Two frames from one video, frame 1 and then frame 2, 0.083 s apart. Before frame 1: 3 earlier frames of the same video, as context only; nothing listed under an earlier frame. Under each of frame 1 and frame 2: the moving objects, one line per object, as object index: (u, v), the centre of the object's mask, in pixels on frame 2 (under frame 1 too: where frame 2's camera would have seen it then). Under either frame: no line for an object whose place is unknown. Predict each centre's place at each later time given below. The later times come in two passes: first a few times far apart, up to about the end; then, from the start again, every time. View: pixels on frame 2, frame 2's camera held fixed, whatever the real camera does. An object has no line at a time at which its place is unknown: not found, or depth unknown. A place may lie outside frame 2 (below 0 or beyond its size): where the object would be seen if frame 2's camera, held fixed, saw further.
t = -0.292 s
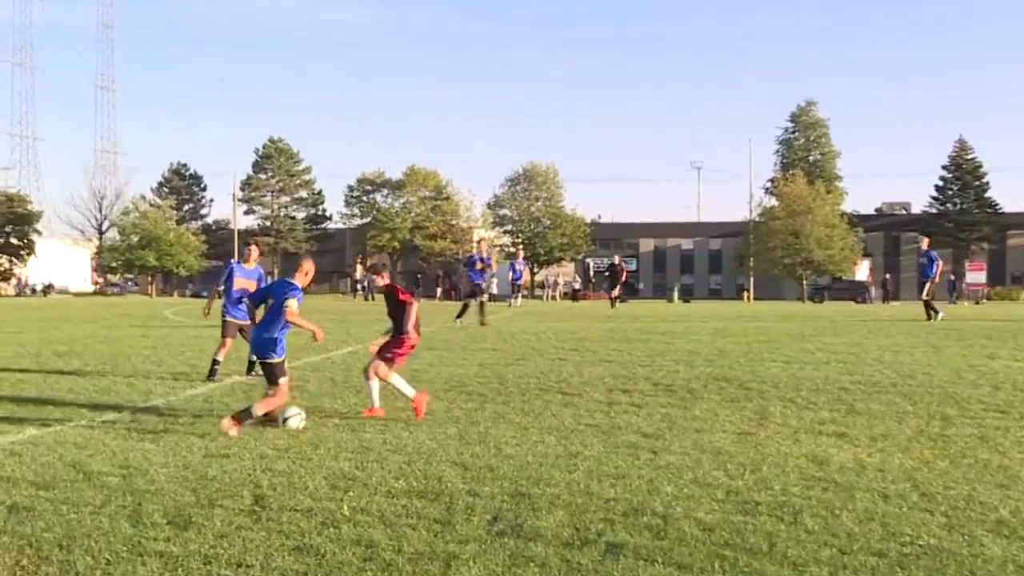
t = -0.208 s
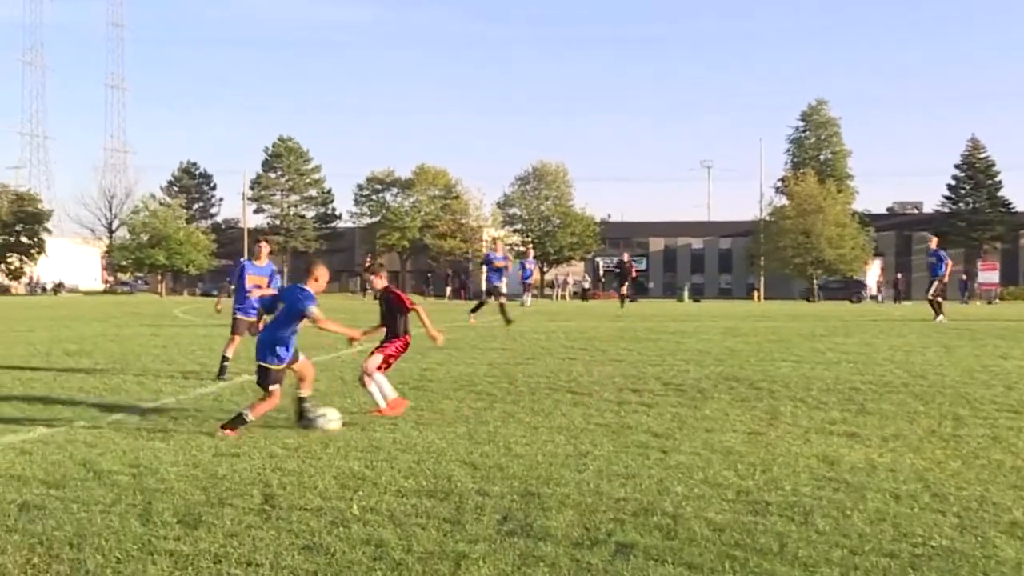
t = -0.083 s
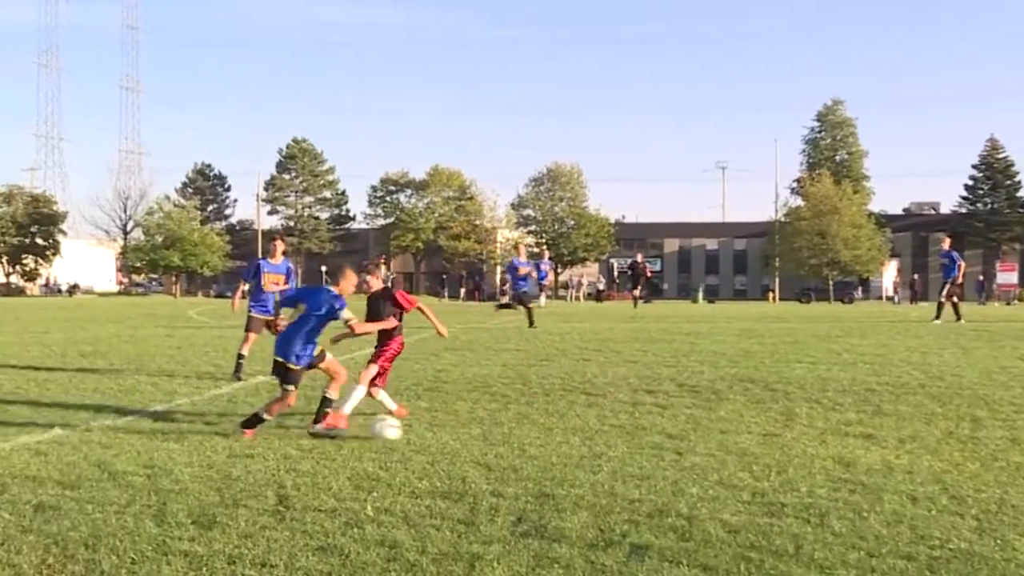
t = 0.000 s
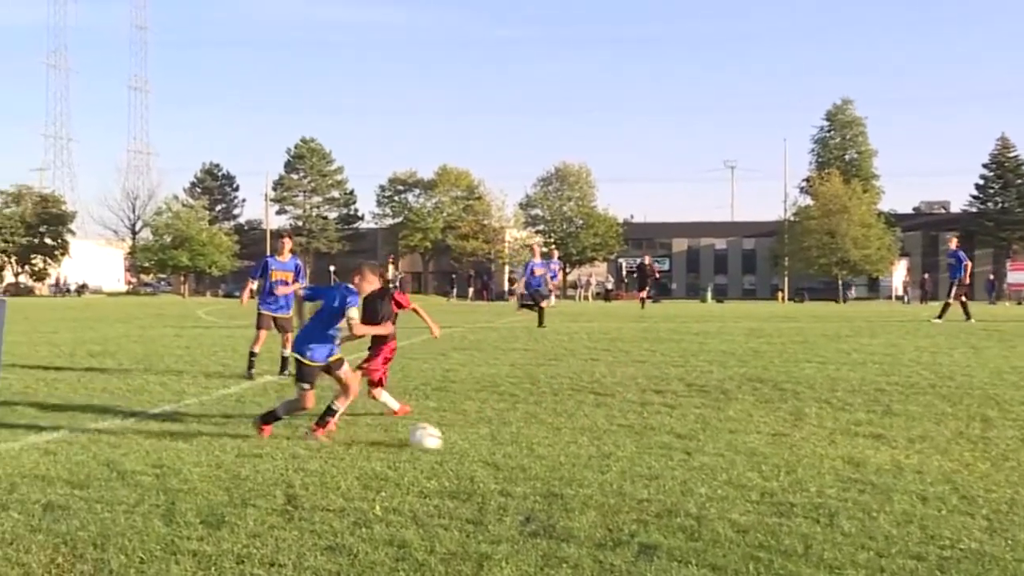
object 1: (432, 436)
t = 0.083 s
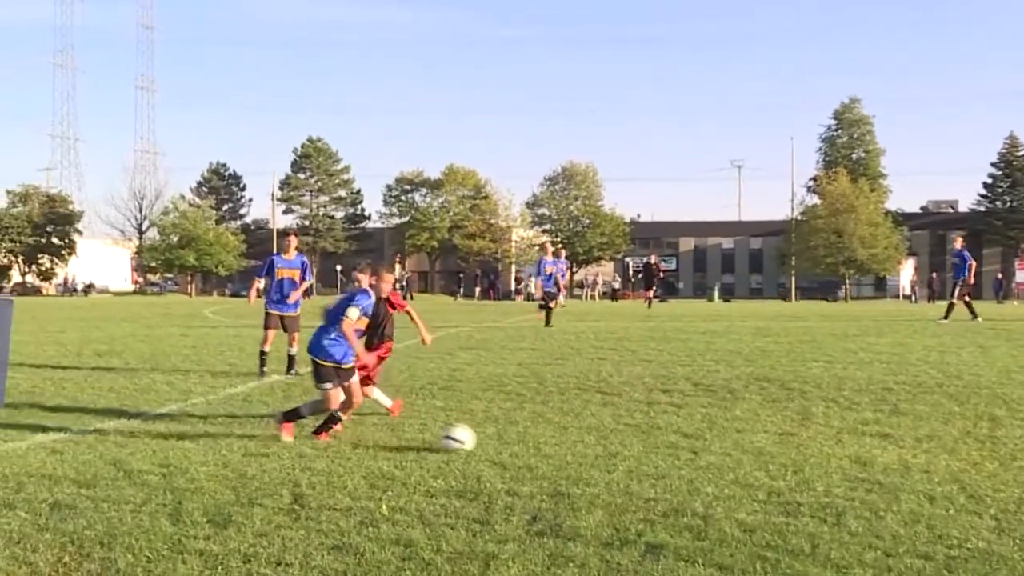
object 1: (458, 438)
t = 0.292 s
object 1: (528, 457)
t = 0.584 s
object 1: (615, 474)
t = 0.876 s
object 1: (712, 497)
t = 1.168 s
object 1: (822, 527)
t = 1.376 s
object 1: (907, 552)
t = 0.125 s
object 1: (473, 439)
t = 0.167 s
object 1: (485, 443)
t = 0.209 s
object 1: (499, 447)
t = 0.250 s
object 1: (515, 453)
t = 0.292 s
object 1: (528, 457)
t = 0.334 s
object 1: (541, 458)
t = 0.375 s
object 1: (553, 459)
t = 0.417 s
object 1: (564, 461)
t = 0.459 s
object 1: (578, 465)
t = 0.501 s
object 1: (589, 468)
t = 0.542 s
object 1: (602, 472)
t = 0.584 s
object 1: (615, 474)
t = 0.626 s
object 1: (628, 475)
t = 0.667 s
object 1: (641, 476)
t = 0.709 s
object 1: (654, 479)
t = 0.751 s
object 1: (668, 482)
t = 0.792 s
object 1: (683, 488)
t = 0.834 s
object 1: (698, 494)
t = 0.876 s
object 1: (712, 497)
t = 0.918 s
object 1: (727, 499)
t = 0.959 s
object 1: (741, 502)
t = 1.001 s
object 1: (757, 506)
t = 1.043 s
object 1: (773, 511)
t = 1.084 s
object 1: (790, 518)
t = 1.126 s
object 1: (806, 523)
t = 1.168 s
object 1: (822, 527)
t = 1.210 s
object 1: (838, 531)
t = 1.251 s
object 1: (855, 536)
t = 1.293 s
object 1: (872, 541)
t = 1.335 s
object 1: (890, 547)
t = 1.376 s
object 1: (907, 552)
